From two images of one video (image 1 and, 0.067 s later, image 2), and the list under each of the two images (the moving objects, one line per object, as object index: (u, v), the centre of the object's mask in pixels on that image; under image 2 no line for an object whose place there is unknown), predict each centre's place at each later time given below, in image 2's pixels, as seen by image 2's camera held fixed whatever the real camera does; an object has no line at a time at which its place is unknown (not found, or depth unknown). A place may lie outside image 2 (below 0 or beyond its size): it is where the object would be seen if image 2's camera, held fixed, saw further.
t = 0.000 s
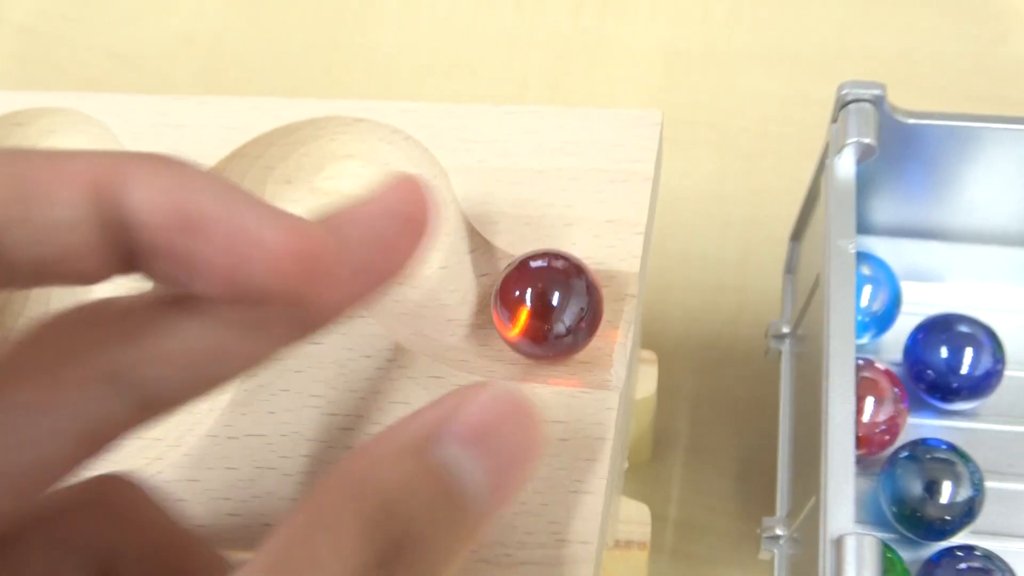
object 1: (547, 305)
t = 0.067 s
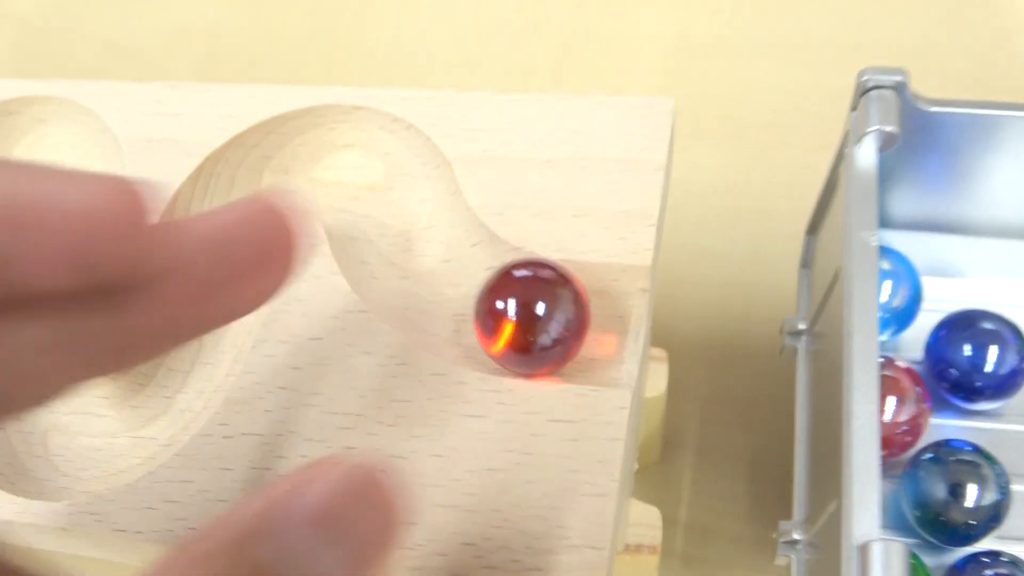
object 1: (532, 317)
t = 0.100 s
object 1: (511, 309)
